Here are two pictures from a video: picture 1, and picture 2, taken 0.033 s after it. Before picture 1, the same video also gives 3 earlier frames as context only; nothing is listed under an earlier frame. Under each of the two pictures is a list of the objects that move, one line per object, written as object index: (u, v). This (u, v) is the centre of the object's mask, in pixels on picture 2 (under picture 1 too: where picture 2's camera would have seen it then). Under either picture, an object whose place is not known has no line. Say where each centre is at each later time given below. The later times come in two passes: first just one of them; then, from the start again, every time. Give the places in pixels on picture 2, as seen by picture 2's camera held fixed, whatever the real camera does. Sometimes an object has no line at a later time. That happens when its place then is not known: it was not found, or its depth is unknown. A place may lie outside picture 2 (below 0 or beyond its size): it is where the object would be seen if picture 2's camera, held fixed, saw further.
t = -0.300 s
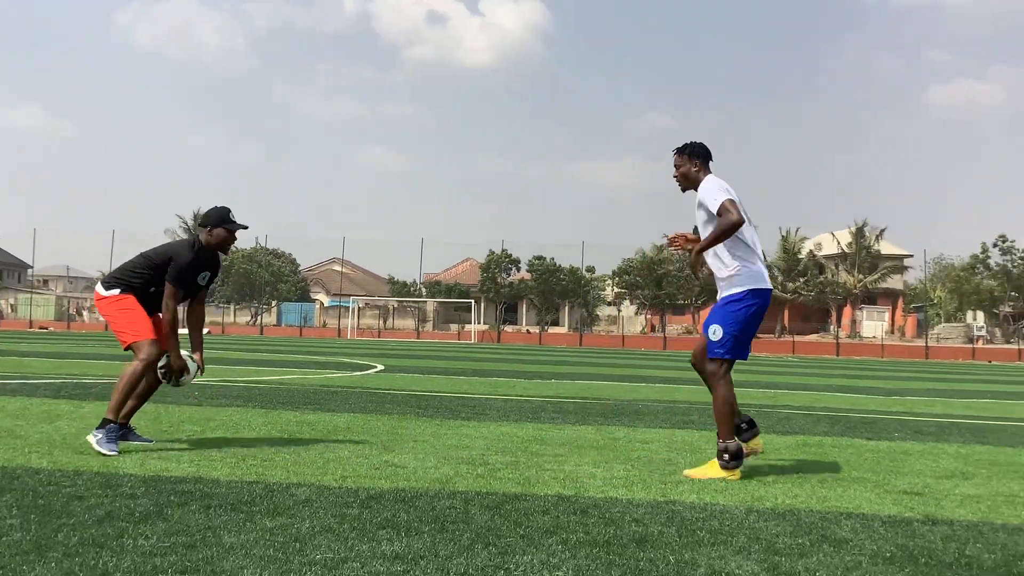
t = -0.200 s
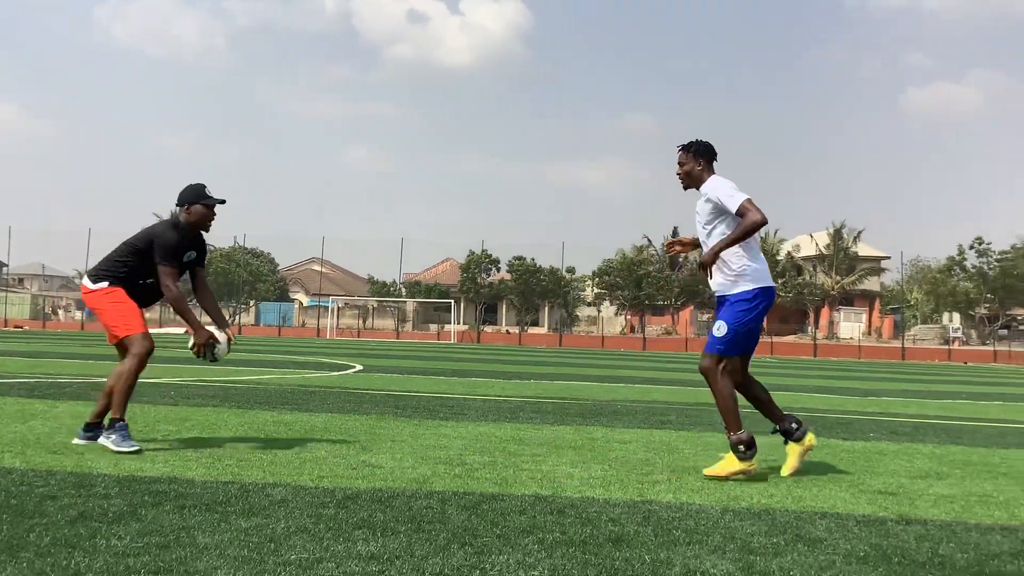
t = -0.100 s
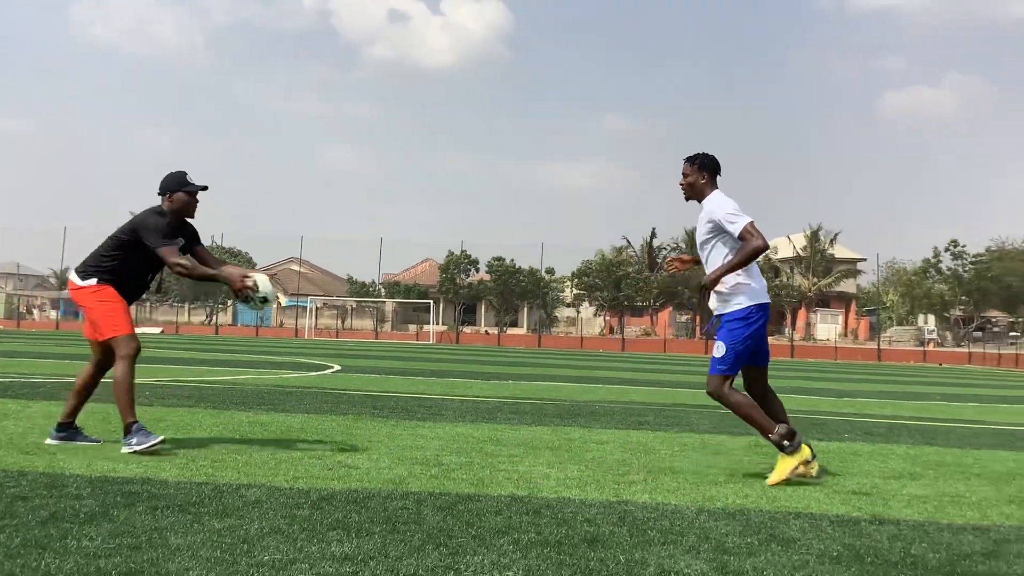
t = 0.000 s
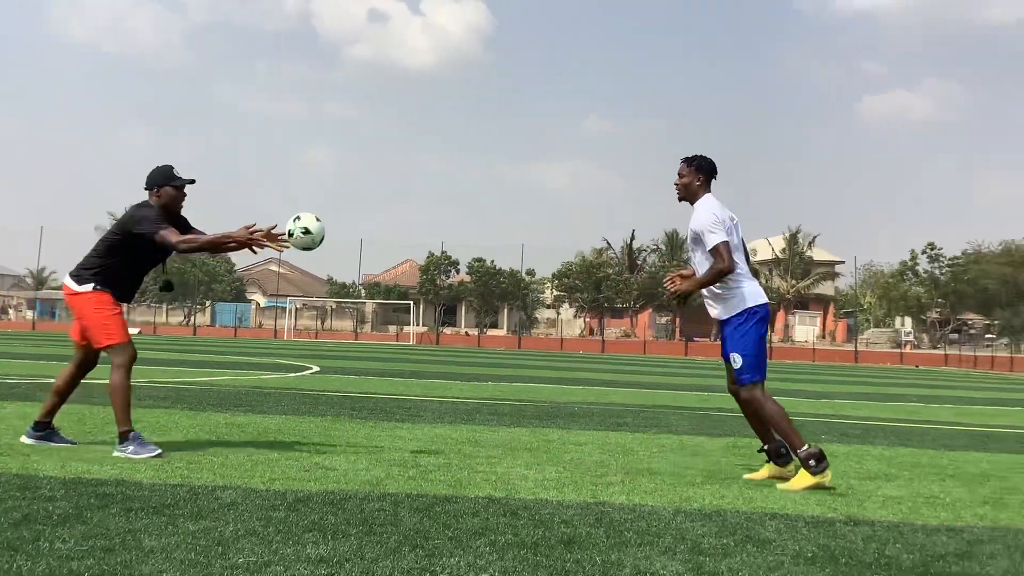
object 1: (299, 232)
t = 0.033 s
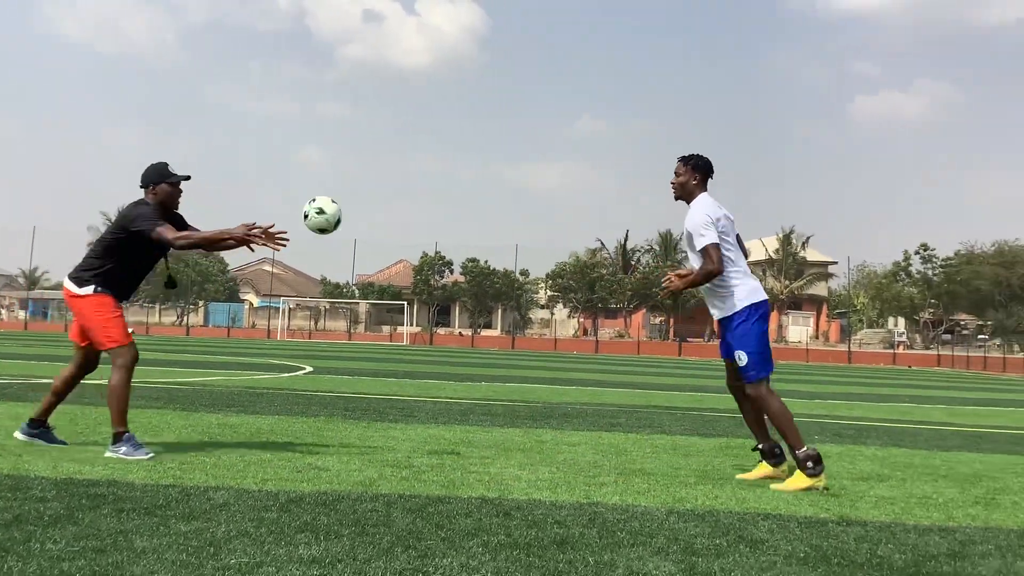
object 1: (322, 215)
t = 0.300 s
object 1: (502, 152)
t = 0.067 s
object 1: (345, 201)
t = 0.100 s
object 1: (367, 188)
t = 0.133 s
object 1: (389, 178)
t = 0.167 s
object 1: (411, 169)
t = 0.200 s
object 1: (433, 162)
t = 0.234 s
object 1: (456, 156)
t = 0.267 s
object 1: (479, 153)
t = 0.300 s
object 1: (502, 152)
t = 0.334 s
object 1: (526, 152)
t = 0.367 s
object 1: (550, 154)
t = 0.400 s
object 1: (574, 159)
